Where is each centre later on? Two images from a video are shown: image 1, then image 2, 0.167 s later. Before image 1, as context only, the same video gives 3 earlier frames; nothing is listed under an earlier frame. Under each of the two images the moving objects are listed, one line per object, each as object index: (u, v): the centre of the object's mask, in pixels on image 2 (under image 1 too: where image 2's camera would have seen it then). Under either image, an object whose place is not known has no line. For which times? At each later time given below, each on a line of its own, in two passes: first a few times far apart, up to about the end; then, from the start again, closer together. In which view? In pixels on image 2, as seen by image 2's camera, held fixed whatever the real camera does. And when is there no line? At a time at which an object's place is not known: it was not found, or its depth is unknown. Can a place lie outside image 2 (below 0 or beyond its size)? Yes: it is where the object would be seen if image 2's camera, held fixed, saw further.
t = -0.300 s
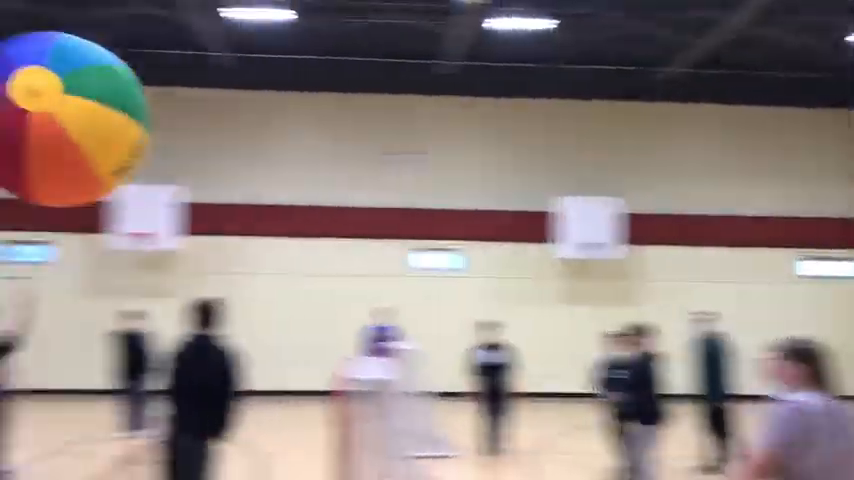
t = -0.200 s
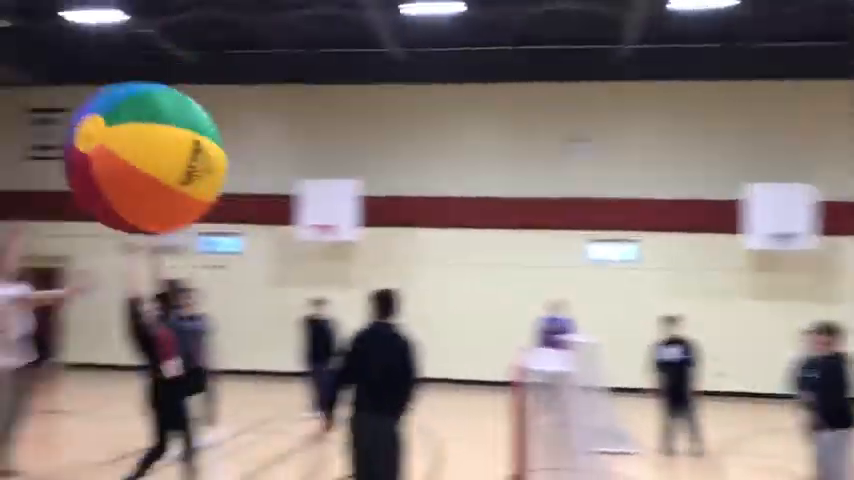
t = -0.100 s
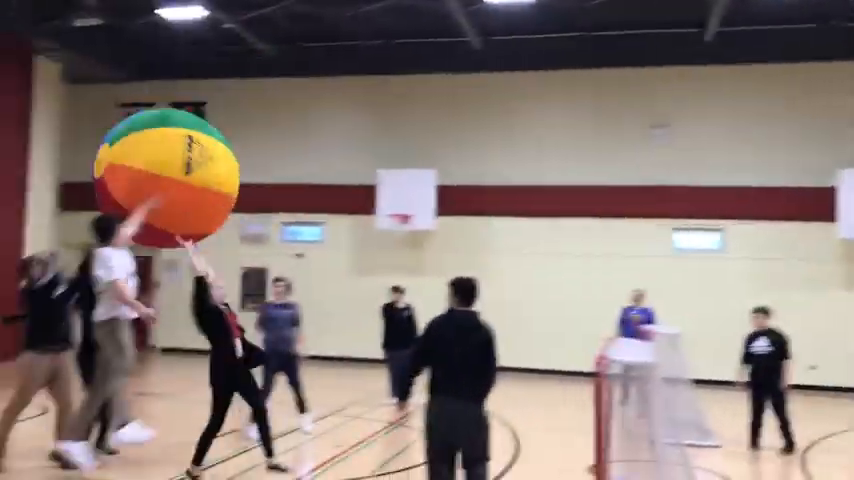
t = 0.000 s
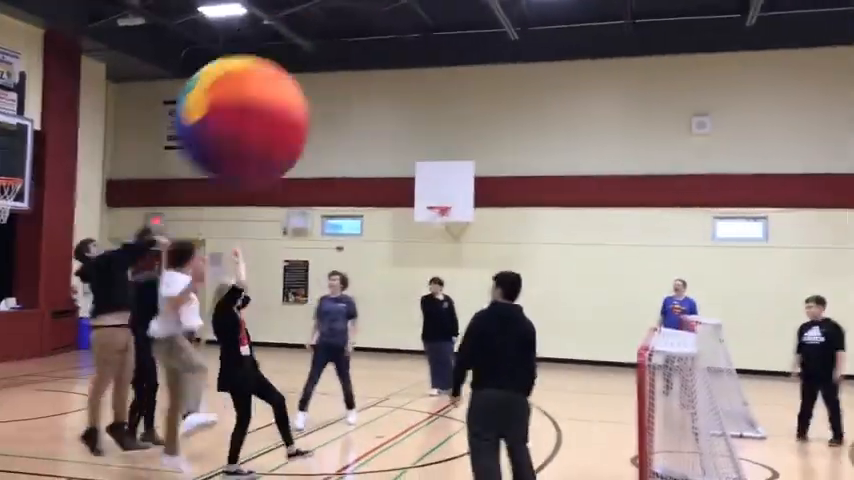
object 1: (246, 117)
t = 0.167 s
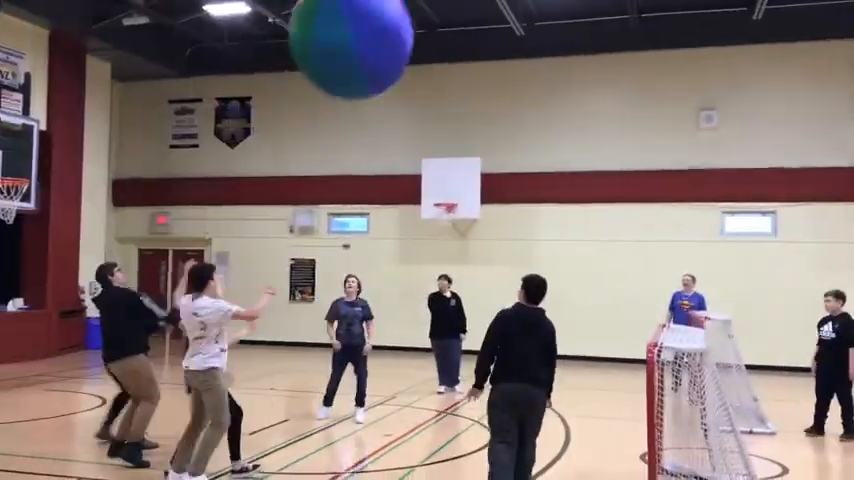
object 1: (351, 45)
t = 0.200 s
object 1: (370, 40)
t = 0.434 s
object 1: (487, 38)
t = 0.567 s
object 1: (536, 63)
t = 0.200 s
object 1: (370, 40)
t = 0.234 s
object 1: (388, 36)
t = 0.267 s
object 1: (405, 33)
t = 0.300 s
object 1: (421, 32)
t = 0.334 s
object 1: (438, 31)
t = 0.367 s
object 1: (455, 32)
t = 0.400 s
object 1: (471, 35)
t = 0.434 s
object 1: (487, 38)
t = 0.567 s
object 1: (536, 63)
